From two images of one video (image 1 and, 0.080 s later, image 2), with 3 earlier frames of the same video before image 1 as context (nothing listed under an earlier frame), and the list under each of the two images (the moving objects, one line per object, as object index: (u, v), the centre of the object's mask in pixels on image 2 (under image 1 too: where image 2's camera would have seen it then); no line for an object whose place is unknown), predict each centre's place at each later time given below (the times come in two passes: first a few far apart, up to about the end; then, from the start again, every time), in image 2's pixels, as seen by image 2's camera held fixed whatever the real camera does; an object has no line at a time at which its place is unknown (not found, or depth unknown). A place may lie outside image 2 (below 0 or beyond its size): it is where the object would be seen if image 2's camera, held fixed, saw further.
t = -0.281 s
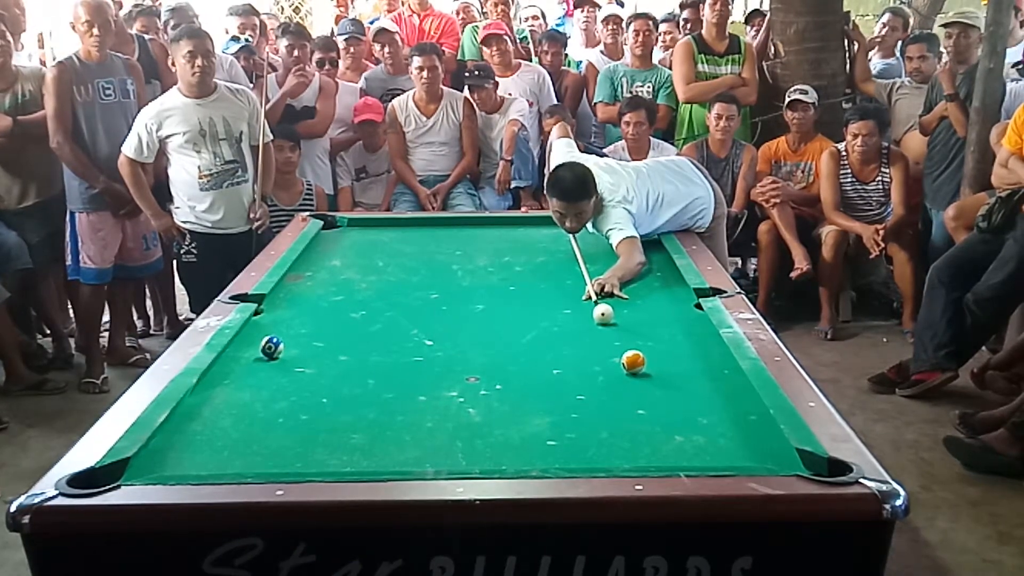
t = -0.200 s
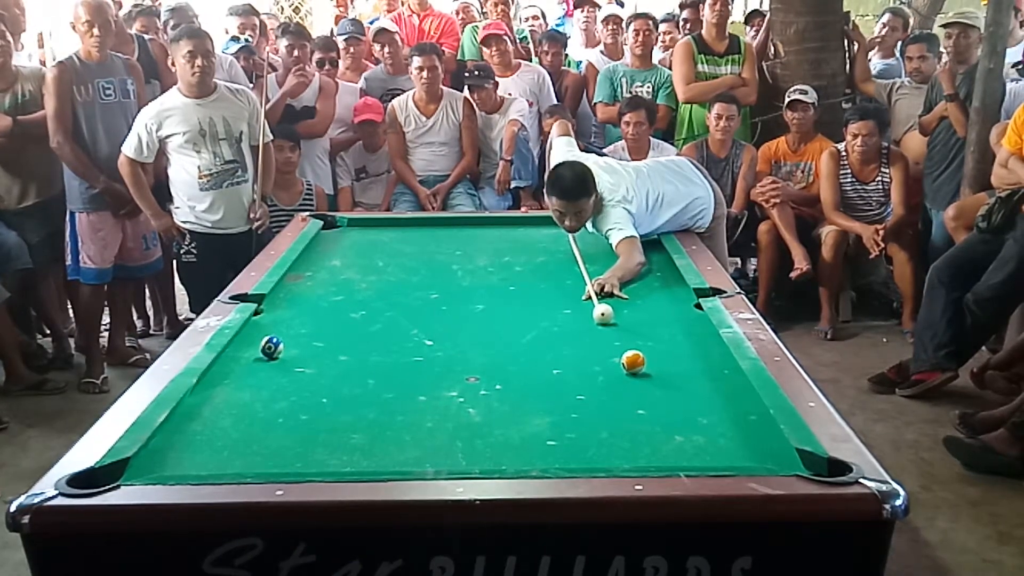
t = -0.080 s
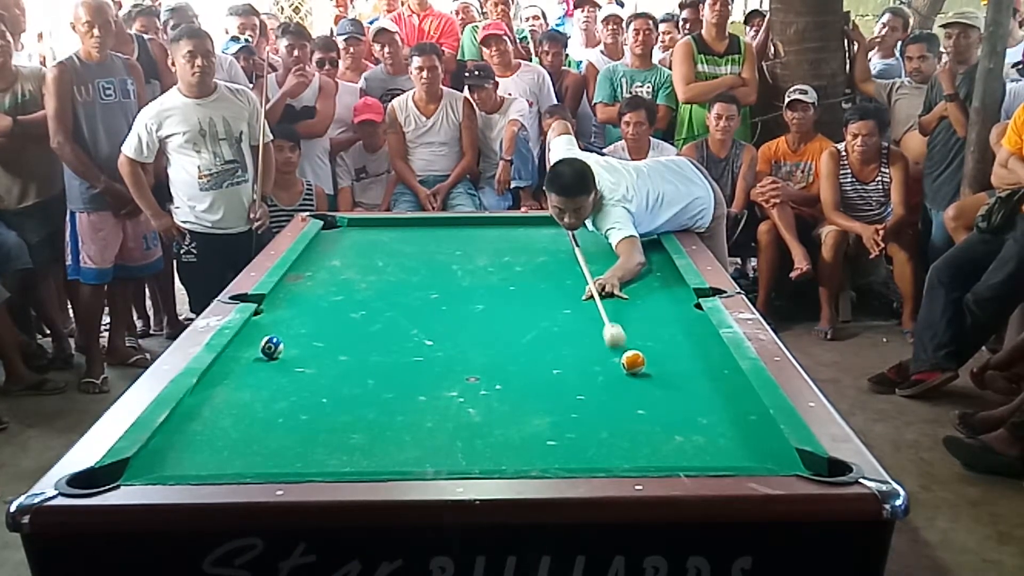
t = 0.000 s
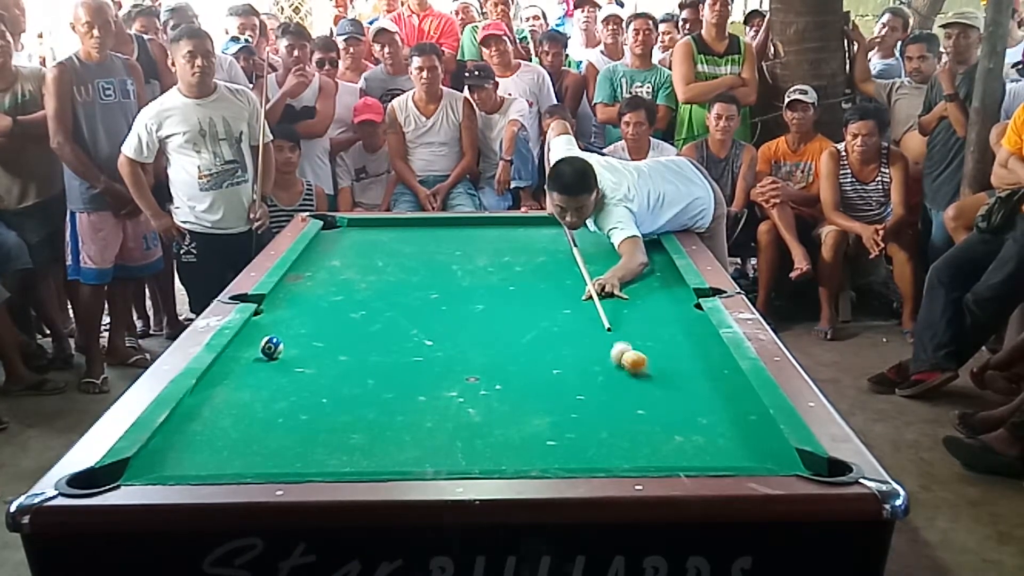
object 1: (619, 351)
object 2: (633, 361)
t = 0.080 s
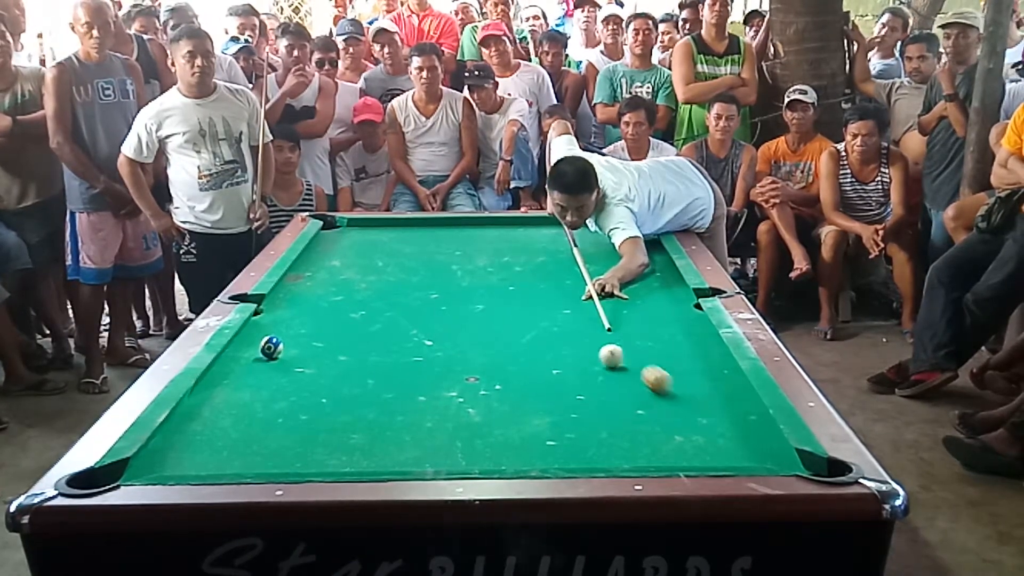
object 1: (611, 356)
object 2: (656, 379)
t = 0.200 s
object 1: (597, 354)
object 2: (691, 405)
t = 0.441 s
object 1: (570, 349)
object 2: (767, 457)
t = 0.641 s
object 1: (550, 346)
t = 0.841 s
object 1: (531, 343)
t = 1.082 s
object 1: (510, 339)
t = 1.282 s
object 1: (495, 337)
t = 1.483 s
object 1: (481, 335)
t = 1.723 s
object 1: (465, 332)
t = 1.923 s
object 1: (454, 331)
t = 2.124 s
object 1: (444, 328)
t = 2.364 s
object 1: (433, 326)
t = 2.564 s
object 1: (426, 325)
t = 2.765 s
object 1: (420, 324)
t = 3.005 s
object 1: (414, 323)
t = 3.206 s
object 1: (410, 322)
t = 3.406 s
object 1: (407, 321)
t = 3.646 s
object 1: (405, 321)
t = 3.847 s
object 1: (405, 321)
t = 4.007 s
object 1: (405, 320)
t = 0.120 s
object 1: (606, 355)
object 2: (667, 387)
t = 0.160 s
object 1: (602, 354)
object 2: (679, 396)
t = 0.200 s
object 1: (597, 354)
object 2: (691, 405)
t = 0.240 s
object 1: (592, 353)
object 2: (701, 413)
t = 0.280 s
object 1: (588, 352)
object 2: (714, 422)
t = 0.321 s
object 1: (583, 352)
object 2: (727, 432)
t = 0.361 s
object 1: (578, 351)
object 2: (739, 442)
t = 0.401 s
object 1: (575, 350)
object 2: (753, 450)
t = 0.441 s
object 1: (570, 349)
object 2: (767, 457)
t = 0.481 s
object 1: (566, 349)
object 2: (786, 462)
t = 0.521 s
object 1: (562, 348)
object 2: (803, 466)
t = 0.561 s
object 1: (558, 348)
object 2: (816, 471)
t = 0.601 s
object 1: (554, 347)
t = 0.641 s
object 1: (550, 346)
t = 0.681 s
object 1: (546, 346)
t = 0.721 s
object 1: (542, 345)
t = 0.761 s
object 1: (538, 344)
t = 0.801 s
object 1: (534, 343)
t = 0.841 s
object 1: (531, 343)
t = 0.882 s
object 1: (527, 342)
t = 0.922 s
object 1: (524, 341)
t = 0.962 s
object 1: (520, 341)
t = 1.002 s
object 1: (517, 340)
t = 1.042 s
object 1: (513, 340)
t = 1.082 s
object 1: (510, 339)
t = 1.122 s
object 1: (507, 339)
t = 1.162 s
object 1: (504, 339)
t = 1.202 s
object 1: (501, 339)
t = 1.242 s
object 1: (498, 337)
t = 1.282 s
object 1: (495, 337)
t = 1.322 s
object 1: (492, 337)
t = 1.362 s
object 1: (489, 336)
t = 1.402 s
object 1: (486, 336)
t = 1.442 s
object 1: (483, 335)
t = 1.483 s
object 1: (481, 335)
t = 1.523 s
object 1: (478, 334)
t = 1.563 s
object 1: (475, 334)
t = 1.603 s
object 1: (473, 334)
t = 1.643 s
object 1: (470, 333)
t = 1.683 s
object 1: (468, 333)
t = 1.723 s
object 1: (465, 332)
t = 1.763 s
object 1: (463, 332)
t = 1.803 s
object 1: (461, 331)
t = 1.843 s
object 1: (459, 331)
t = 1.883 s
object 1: (456, 330)
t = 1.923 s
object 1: (454, 331)
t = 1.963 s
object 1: (452, 330)
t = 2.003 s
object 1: (450, 330)
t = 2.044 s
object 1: (448, 329)
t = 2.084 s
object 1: (446, 329)
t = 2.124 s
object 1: (444, 328)
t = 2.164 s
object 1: (442, 328)
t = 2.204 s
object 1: (440, 328)
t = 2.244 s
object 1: (439, 327)
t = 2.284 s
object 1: (437, 327)
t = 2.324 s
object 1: (435, 327)
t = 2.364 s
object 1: (433, 326)
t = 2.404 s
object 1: (432, 326)
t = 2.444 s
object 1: (430, 326)
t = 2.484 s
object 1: (429, 326)
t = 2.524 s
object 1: (428, 326)
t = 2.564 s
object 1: (426, 325)
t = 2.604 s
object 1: (425, 325)
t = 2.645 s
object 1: (423, 325)
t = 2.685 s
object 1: (422, 325)
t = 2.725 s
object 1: (421, 324)
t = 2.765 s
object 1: (420, 324)
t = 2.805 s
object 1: (419, 324)
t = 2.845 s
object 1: (417, 324)
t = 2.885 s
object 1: (416, 324)
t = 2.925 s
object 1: (415, 323)
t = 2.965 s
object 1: (414, 323)
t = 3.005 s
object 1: (414, 323)
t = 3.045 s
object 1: (413, 323)
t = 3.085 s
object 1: (412, 322)
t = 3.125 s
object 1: (411, 322)
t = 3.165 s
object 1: (410, 322)
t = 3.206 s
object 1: (410, 322)
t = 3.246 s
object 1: (409, 322)
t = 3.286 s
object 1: (409, 322)
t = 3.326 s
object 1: (408, 321)
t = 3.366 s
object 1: (407, 321)
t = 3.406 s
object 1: (407, 321)
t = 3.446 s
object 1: (407, 321)
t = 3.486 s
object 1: (406, 321)
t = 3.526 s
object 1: (406, 321)
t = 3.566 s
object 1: (405, 321)
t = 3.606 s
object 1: (405, 321)
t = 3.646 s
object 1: (405, 321)
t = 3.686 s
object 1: (405, 321)
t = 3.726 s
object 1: (405, 321)
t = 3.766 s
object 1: (405, 321)
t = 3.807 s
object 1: (405, 321)
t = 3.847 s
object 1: (405, 321)
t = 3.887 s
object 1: (405, 321)
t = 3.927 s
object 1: (405, 321)
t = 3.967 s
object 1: (405, 320)
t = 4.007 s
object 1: (405, 320)
